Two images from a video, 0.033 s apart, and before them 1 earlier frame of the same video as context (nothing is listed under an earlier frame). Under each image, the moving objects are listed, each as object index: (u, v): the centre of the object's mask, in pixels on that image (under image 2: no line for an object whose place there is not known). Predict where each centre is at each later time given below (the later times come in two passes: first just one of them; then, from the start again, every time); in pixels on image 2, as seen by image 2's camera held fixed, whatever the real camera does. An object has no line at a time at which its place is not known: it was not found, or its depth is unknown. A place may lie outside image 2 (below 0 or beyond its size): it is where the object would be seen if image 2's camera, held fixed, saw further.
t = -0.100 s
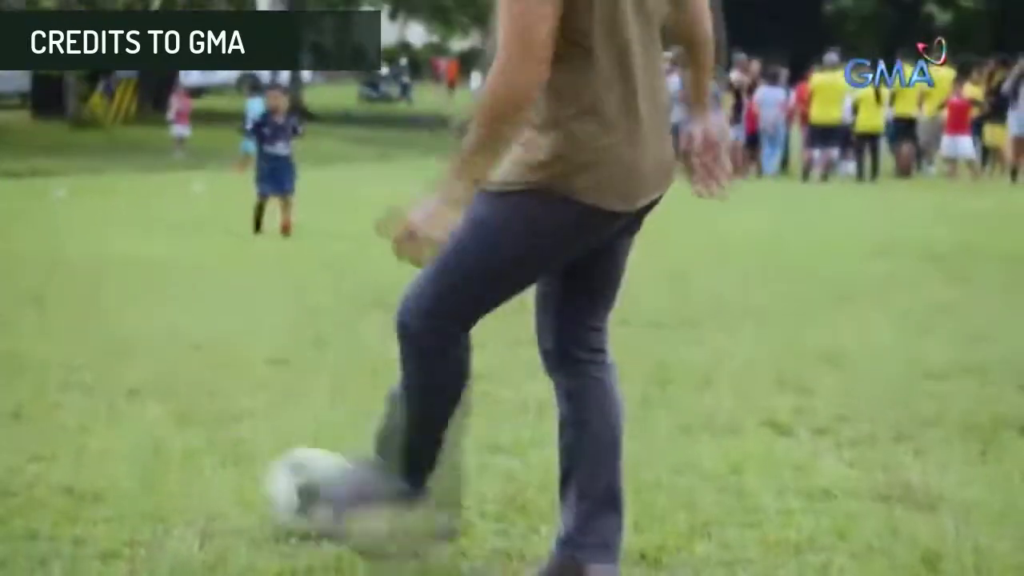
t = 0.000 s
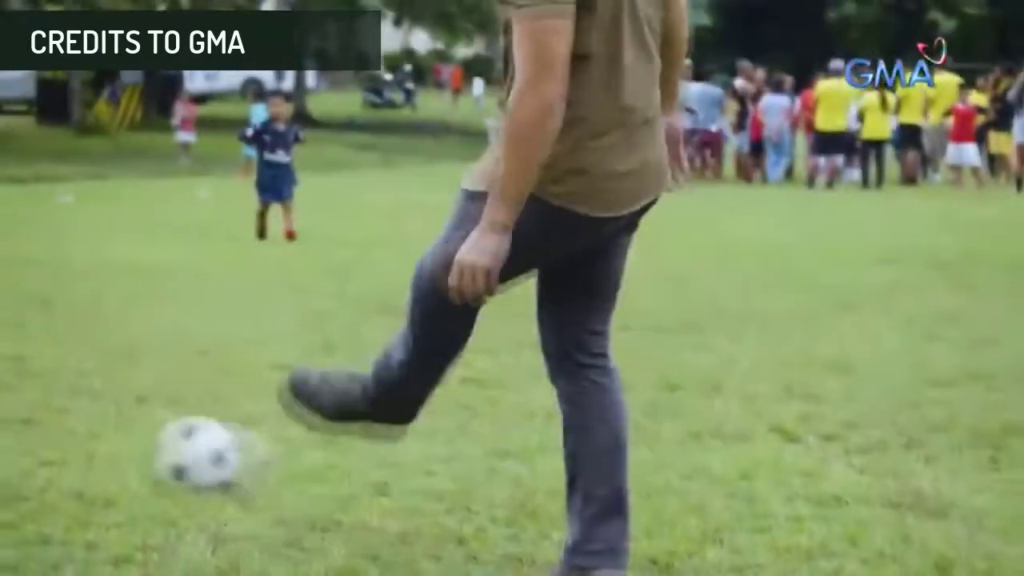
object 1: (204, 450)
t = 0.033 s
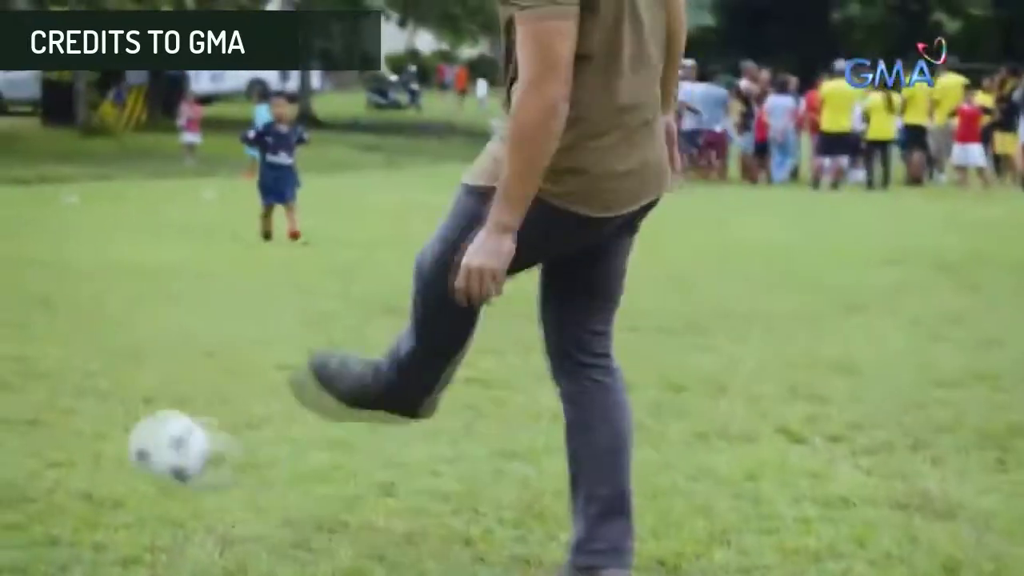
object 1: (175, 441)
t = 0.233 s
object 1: (49, 382)
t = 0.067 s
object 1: (146, 425)
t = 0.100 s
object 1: (123, 408)
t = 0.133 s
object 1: (104, 397)
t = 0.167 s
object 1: (85, 388)
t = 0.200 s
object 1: (67, 384)
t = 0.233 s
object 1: (49, 382)
